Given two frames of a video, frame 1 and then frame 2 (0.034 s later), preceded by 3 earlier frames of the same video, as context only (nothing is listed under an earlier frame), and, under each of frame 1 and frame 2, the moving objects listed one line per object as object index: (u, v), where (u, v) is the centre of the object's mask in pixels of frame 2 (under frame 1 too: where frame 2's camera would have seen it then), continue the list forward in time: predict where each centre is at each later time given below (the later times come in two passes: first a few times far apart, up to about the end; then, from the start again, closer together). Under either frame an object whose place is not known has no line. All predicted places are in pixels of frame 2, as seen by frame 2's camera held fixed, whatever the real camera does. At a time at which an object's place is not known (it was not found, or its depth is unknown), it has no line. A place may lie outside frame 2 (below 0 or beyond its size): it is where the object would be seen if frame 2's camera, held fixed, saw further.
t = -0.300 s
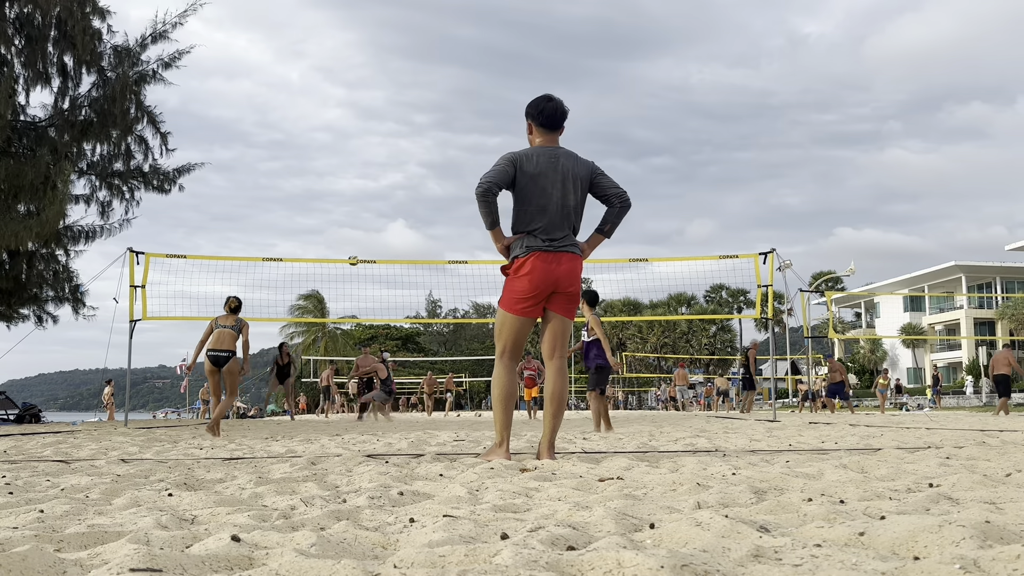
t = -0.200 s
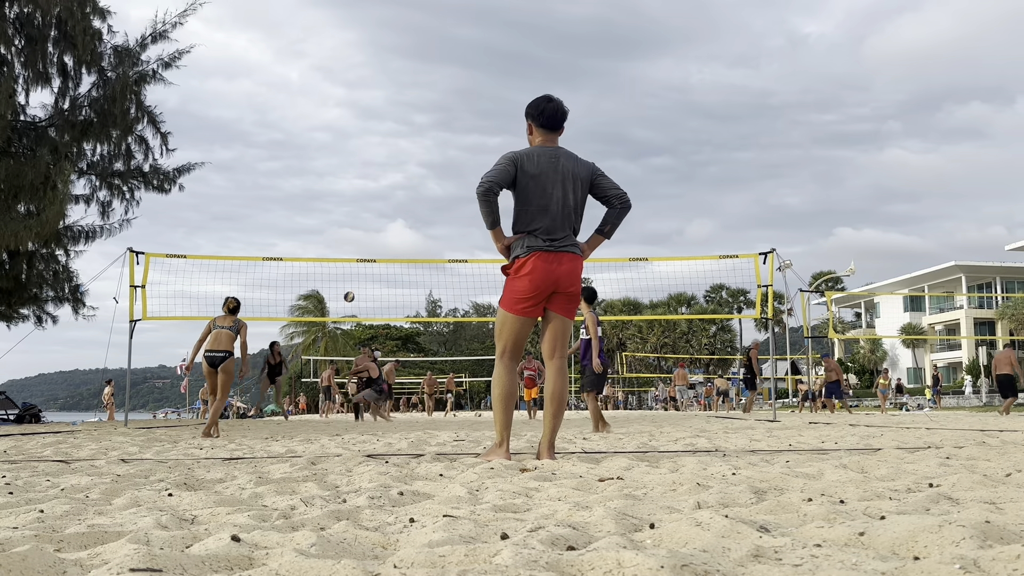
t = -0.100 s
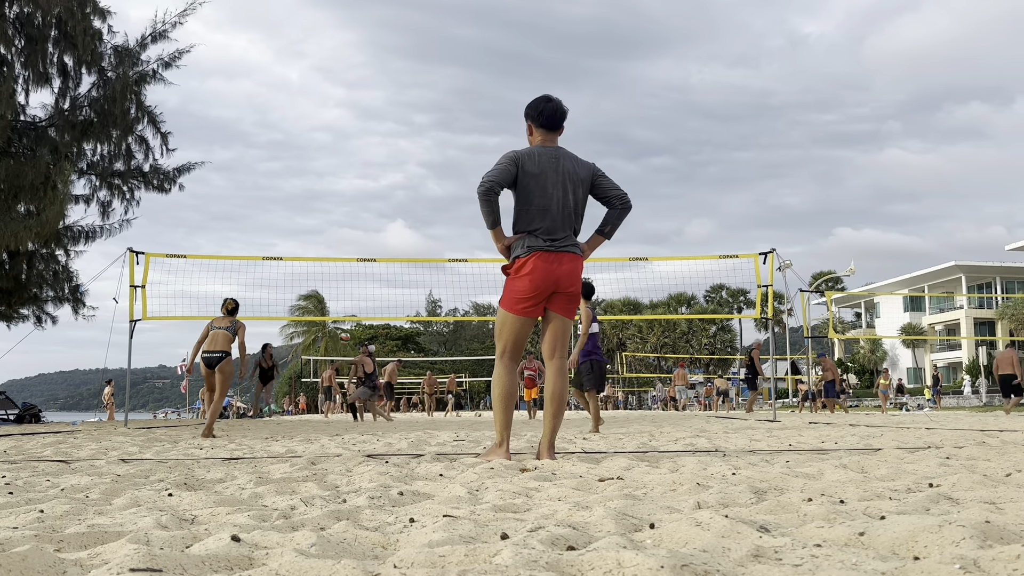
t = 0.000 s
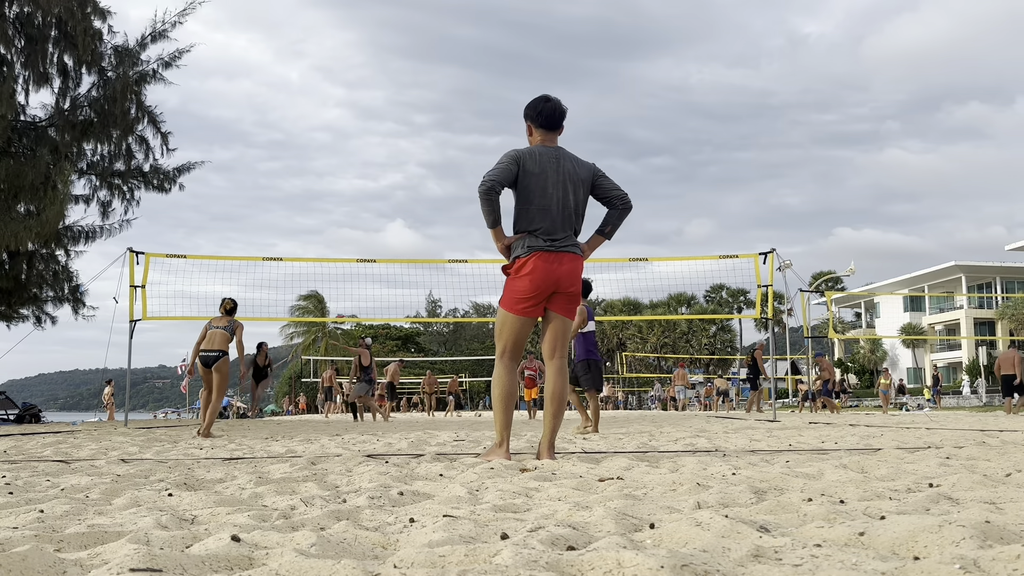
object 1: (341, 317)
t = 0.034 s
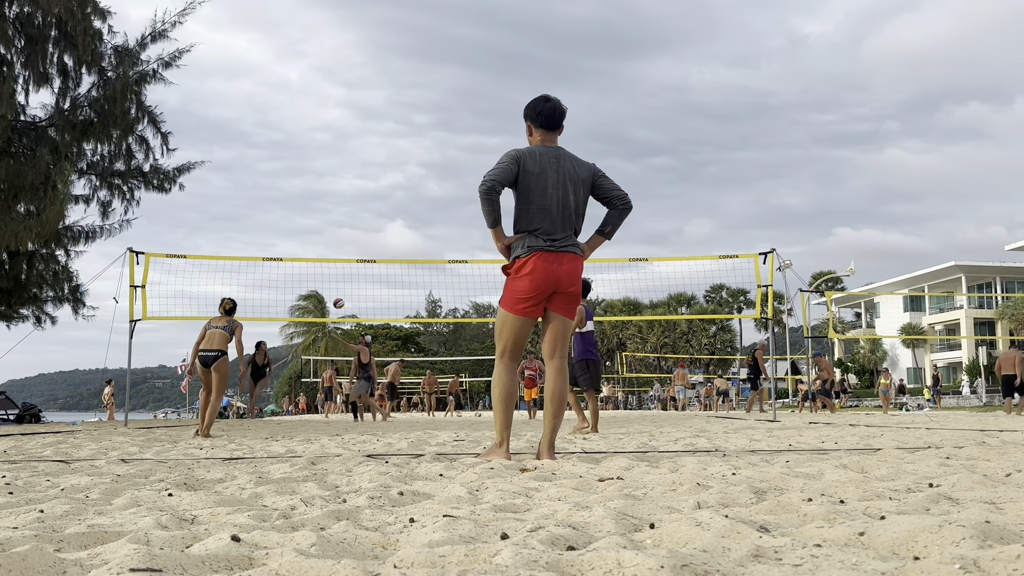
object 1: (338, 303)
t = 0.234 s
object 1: (329, 221)
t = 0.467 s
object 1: (317, 152)
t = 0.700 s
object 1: (305, 110)
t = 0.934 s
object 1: (292, 96)
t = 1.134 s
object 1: (280, 106)
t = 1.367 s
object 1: (263, 144)
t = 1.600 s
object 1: (245, 213)
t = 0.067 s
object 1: (337, 288)
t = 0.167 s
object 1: (332, 246)
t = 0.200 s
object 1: (331, 233)
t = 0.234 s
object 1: (329, 221)
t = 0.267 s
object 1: (327, 209)
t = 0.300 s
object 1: (326, 198)
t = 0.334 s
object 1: (324, 188)
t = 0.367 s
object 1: (322, 178)
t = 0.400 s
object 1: (321, 168)
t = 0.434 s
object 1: (319, 160)
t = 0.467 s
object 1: (317, 152)
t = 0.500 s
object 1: (316, 144)
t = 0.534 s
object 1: (314, 137)
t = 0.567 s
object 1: (312, 130)
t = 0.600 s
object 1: (310, 125)
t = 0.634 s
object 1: (309, 119)
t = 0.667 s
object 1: (307, 114)
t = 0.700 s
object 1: (305, 110)
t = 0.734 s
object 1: (303, 106)
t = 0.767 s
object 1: (301, 103)
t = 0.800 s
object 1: (300, 101)
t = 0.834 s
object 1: (298, 98)
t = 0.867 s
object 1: (296, 97)
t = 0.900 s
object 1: (294, 96)
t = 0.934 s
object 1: (292, 96)
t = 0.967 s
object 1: (290, 96)
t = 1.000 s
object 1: (288, 97)
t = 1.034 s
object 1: (286, 98)
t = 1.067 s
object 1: (284, 100)
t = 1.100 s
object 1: (282, 102)
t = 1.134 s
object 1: (280, 106)
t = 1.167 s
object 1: (277, 109)
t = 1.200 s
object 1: (275, 113)
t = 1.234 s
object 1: (273, 118)
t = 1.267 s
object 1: (271, 124)
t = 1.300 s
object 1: (268, 130)
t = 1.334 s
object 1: (266, 137)
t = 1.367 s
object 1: (263, 144)
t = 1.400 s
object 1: (261, 152)
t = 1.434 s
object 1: (258, 160)
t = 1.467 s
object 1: (256, 170)
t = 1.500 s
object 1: (253, 180)
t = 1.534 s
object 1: (250, 190)
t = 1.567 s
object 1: (248, 201)
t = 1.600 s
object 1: (245, 213)
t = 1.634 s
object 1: (242, 225)
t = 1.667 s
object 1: (239, 238)
